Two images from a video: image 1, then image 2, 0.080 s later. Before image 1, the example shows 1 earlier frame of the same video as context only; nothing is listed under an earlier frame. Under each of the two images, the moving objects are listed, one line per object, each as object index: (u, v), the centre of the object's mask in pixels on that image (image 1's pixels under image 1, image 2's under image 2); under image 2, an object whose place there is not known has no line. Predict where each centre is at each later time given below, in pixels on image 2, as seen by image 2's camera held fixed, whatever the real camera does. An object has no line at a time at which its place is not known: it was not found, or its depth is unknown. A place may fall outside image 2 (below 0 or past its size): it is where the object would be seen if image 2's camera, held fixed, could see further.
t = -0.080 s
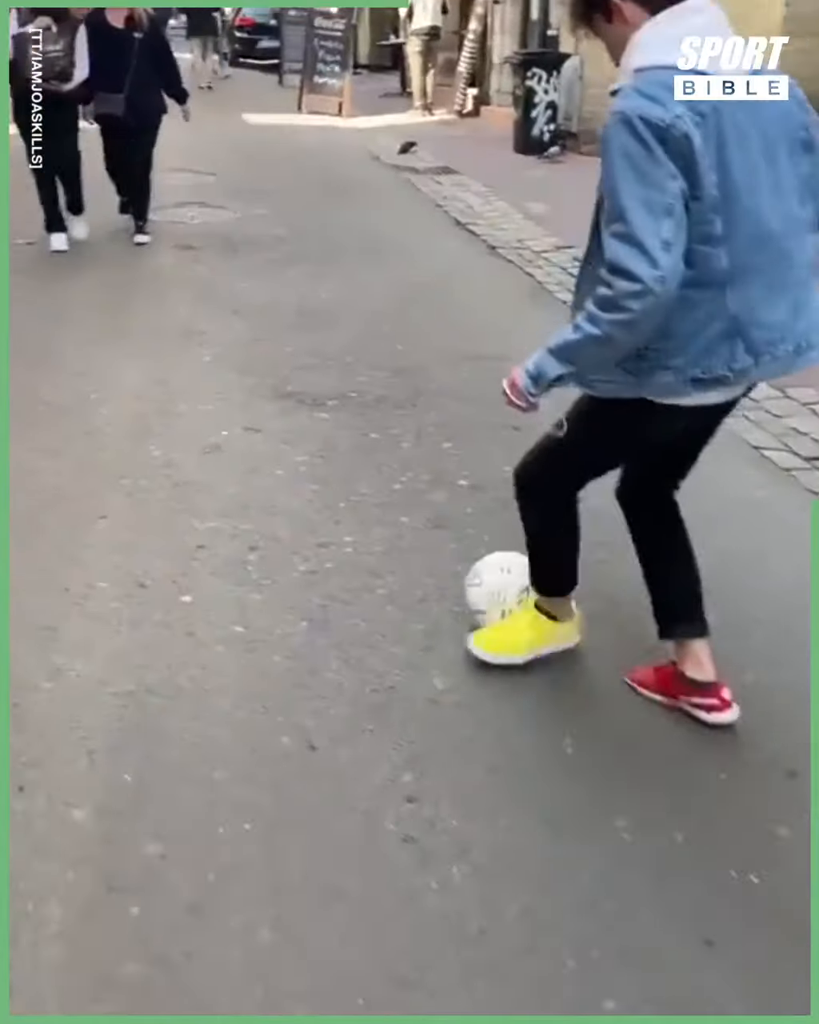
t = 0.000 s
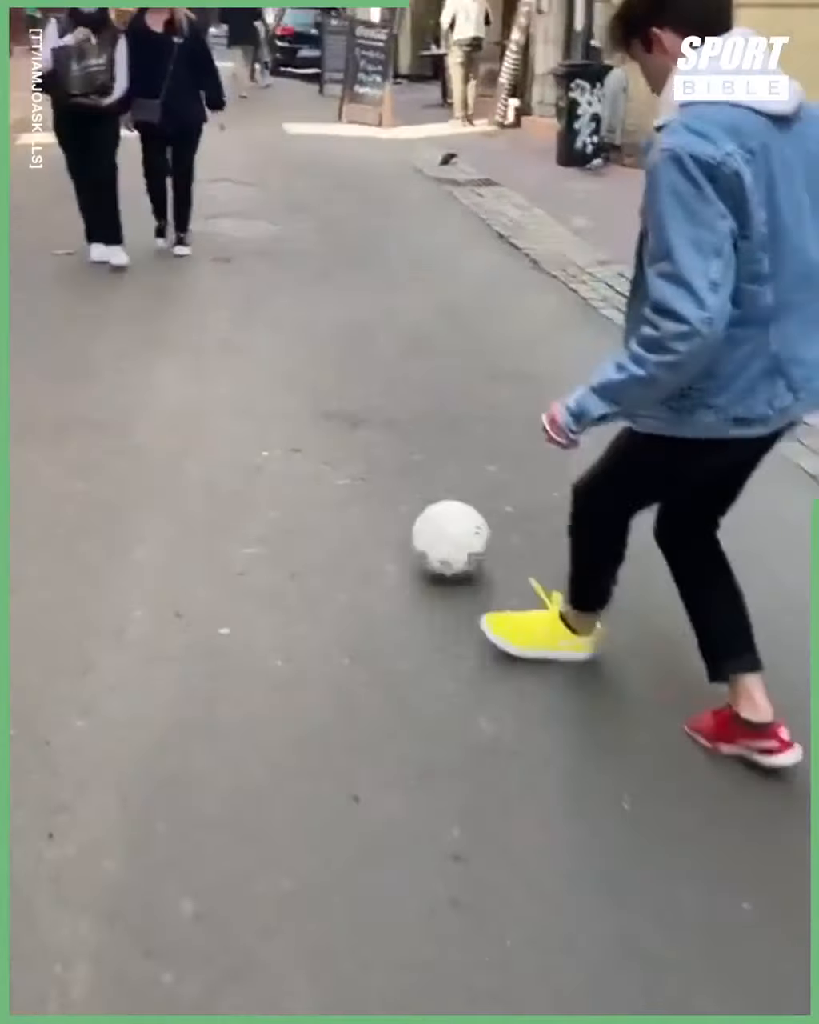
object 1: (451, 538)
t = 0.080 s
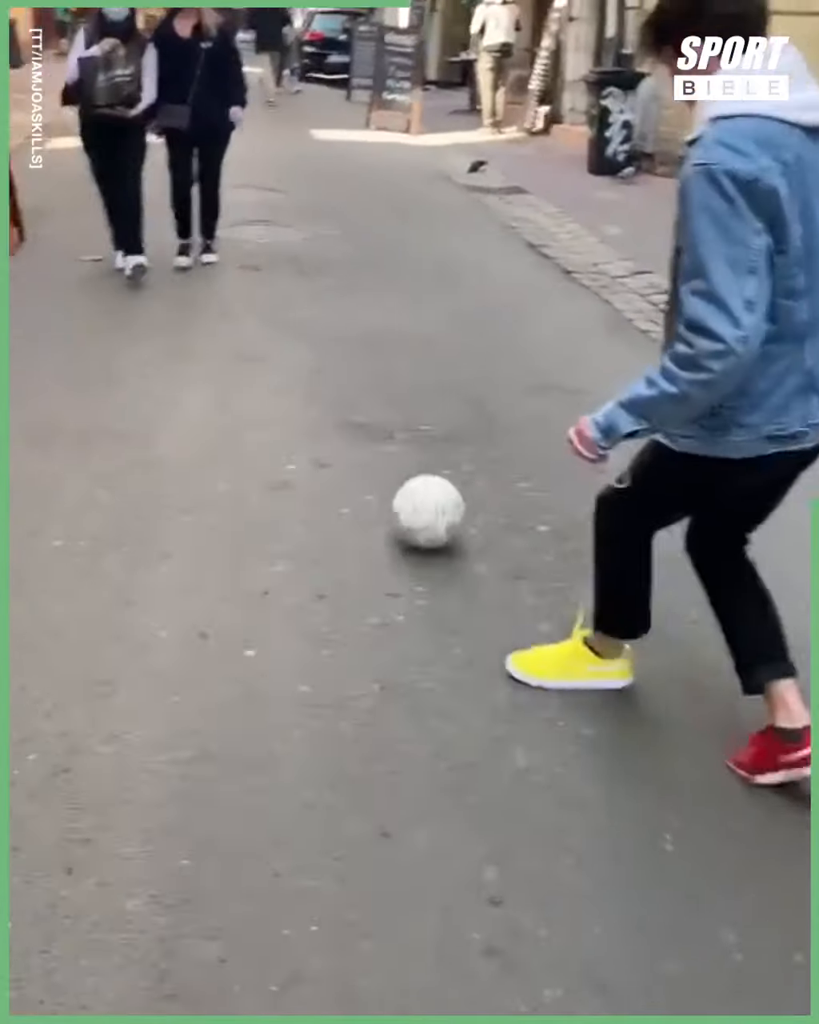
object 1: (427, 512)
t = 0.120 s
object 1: (405, 491)
